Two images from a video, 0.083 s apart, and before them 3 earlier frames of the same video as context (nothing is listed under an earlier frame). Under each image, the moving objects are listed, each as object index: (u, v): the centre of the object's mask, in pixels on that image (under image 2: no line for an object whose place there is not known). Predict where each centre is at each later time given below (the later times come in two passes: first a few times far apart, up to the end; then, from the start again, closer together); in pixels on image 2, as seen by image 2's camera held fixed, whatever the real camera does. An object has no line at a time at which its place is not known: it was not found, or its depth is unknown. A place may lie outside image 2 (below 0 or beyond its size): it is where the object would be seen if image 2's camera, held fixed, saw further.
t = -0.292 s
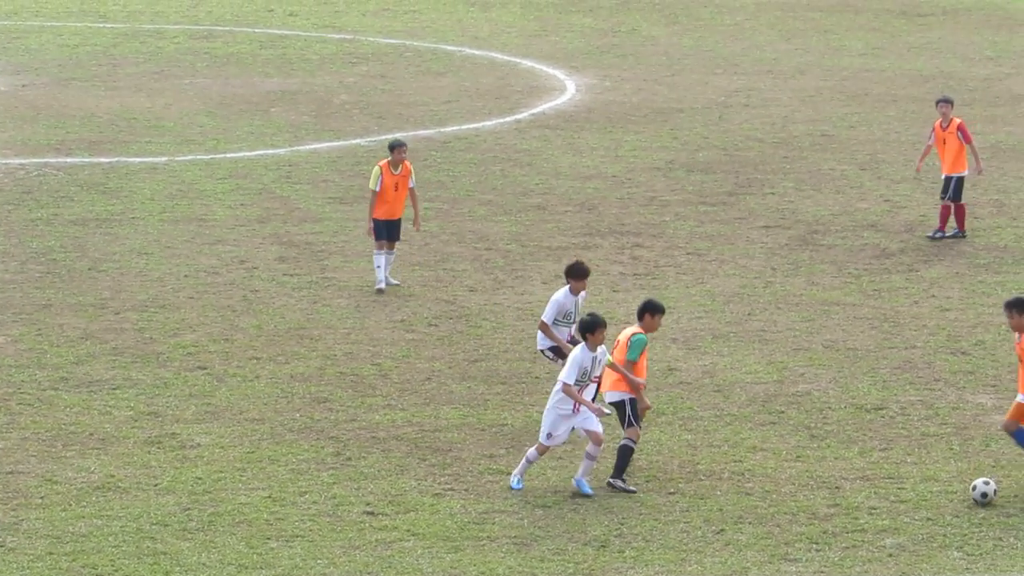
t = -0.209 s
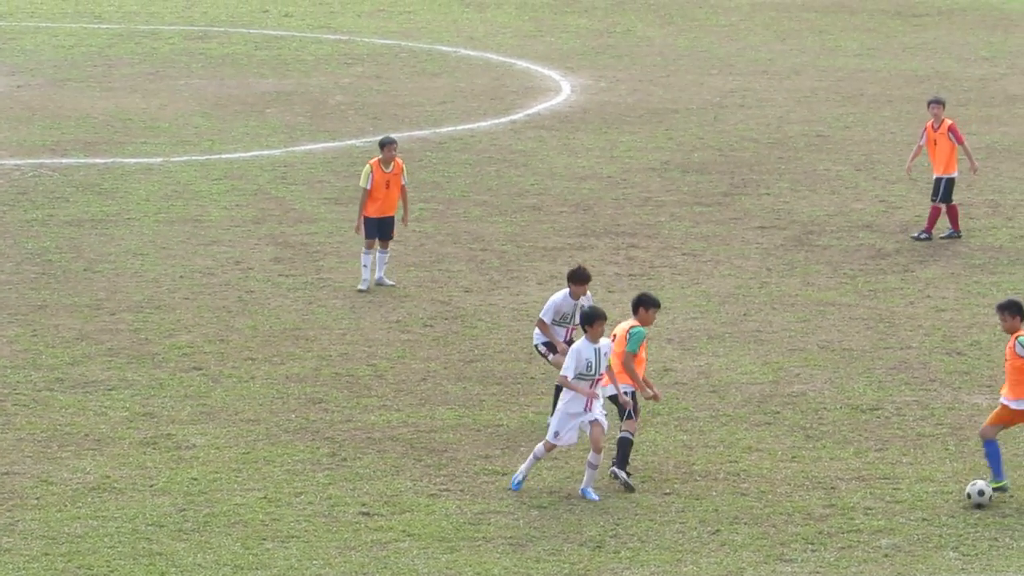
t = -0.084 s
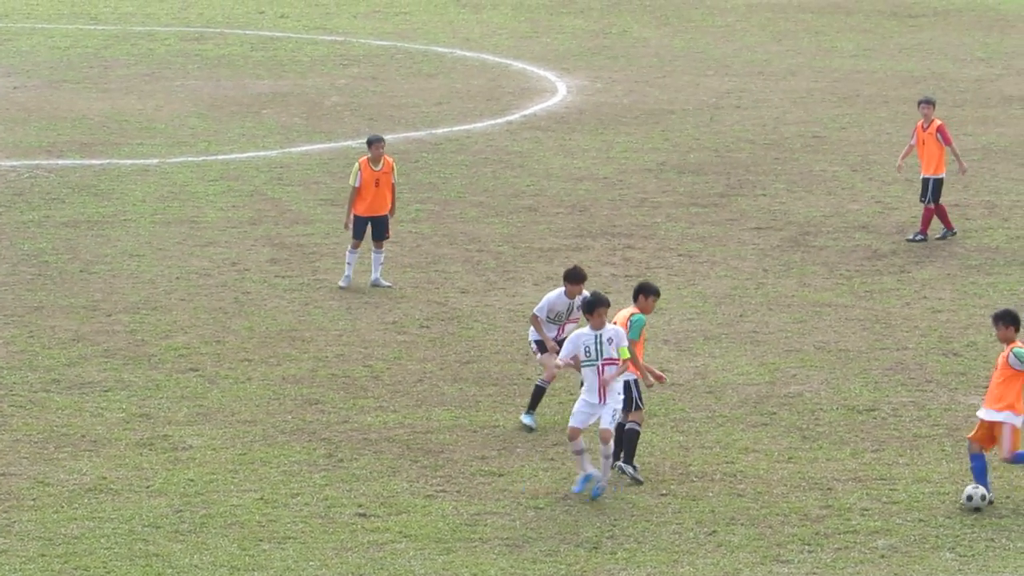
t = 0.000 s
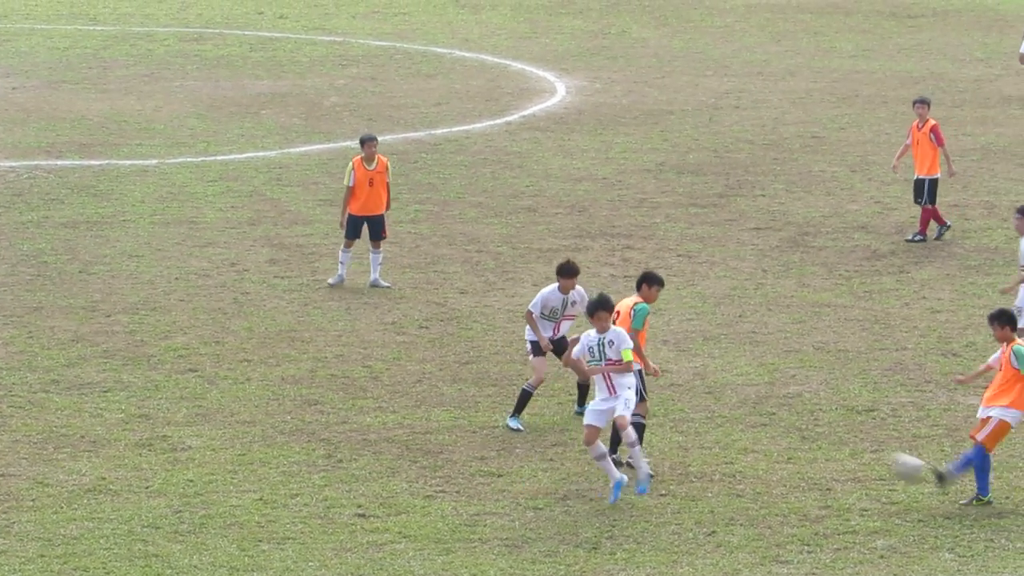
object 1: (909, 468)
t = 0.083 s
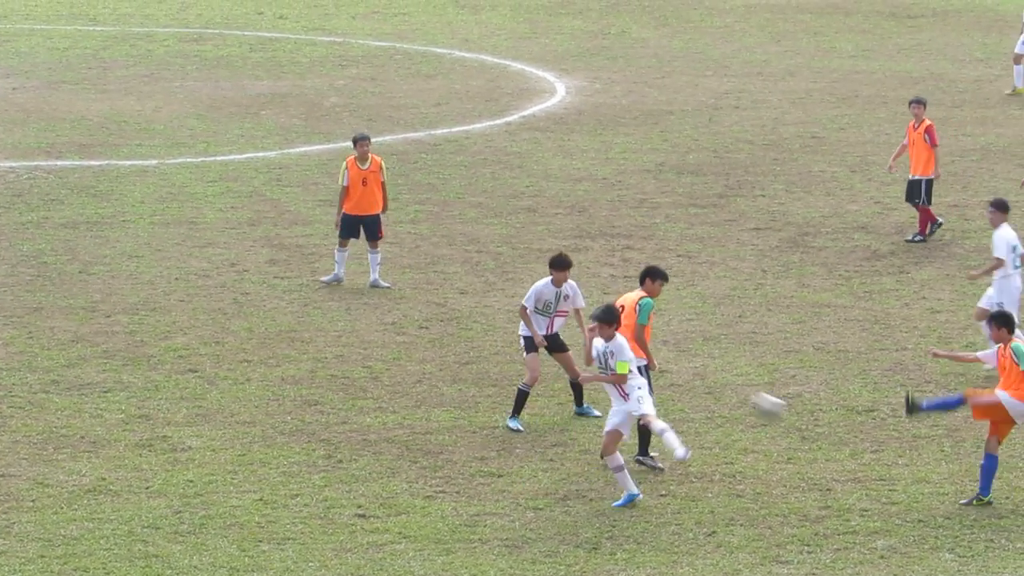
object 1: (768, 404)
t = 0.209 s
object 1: (569, 330)
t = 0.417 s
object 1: (271, 246)
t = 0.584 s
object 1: (57, 211)
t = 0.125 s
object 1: (701, 378)
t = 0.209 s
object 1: (569, 330)
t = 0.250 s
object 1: (505, 309)
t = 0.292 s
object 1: (445, 289)
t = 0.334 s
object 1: (386, 272)
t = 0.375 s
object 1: (326, 256)
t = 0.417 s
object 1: (271, 246)
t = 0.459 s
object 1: (215, 234)
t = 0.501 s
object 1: (161, 225)
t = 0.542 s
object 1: (107, 217)
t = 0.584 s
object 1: (57, 211)
